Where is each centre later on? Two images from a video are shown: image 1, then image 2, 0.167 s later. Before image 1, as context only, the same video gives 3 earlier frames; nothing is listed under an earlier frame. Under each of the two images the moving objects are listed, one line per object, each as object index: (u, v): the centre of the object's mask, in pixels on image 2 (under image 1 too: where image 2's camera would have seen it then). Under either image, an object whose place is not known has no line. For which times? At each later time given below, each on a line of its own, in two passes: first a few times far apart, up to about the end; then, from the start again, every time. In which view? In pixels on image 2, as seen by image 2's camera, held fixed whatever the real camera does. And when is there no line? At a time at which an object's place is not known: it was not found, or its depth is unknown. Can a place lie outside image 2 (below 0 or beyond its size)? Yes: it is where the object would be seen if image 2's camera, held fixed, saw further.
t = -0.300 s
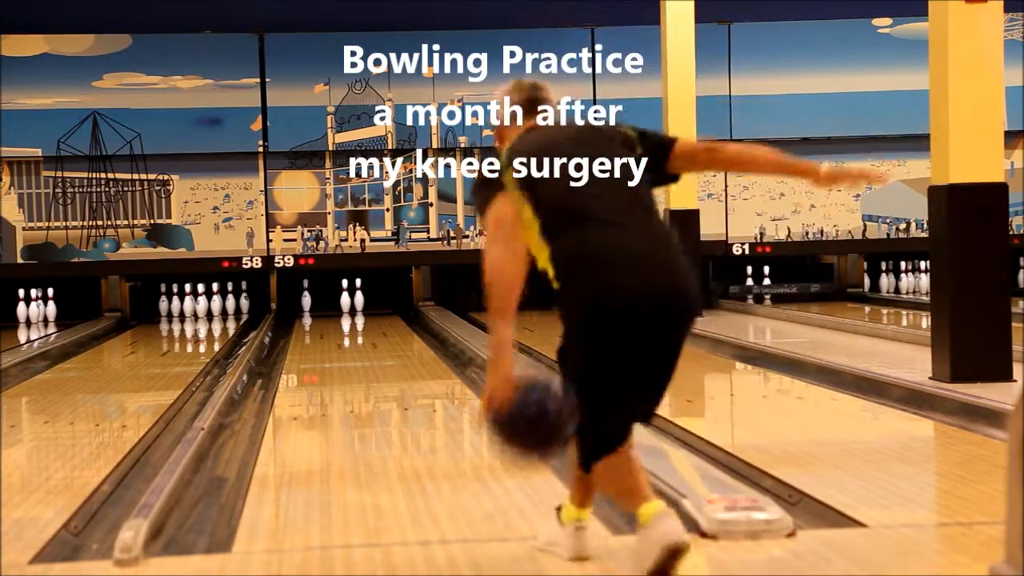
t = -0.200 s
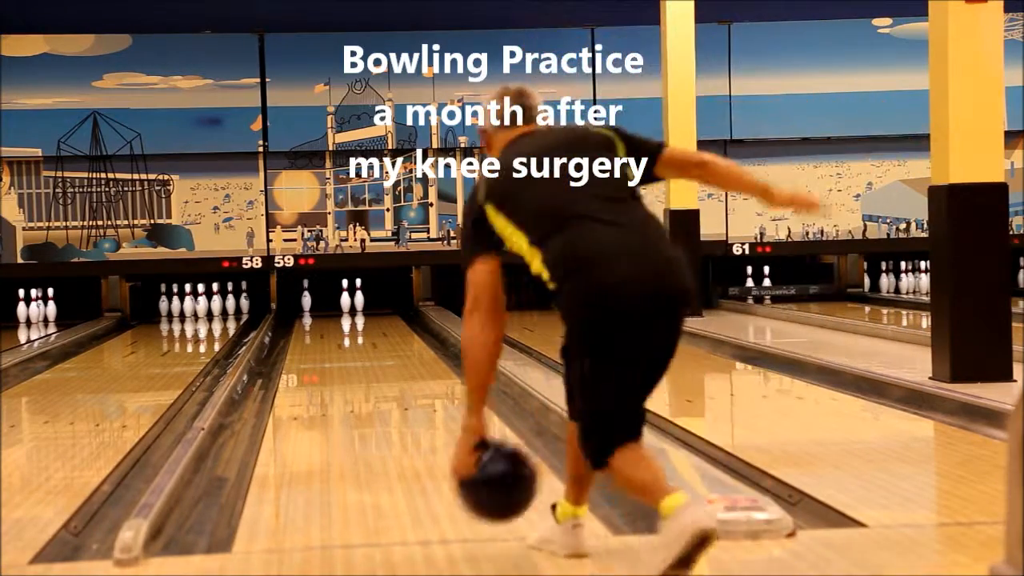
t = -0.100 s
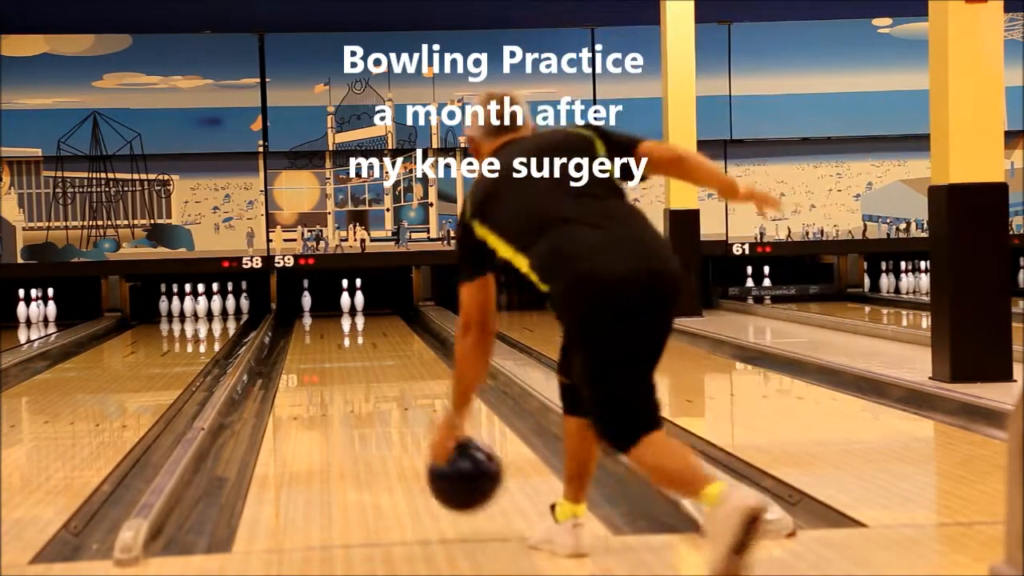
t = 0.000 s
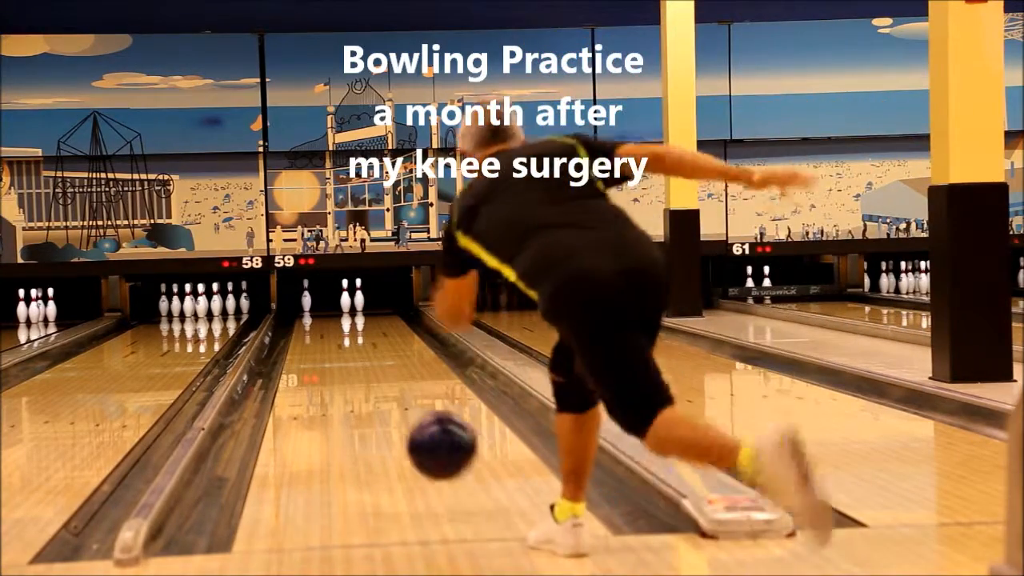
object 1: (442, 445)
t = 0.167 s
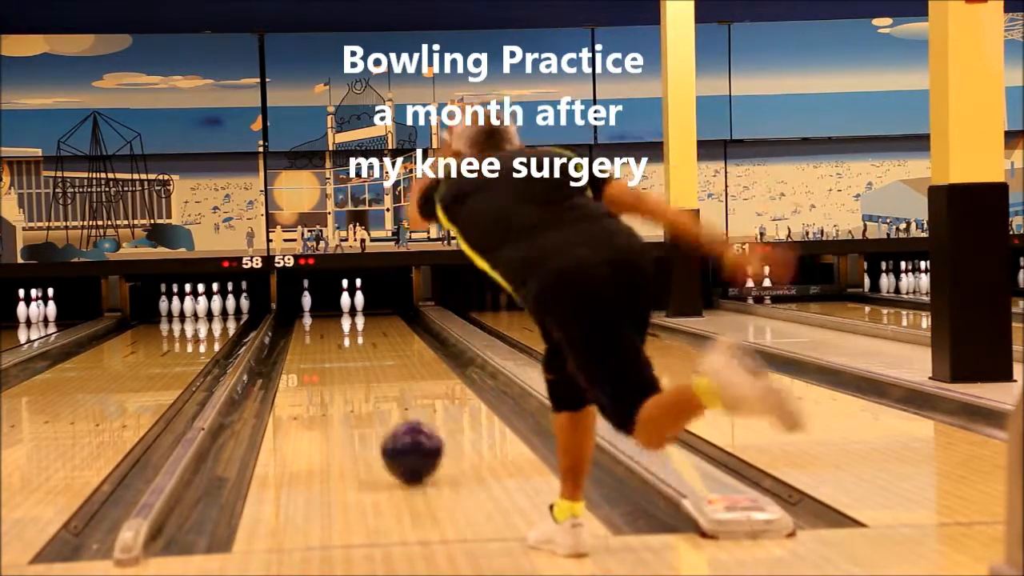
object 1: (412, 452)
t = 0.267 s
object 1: (398, 439)
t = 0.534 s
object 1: (368, 410)
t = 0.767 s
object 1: (350, 392)
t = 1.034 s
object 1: (335, 376)
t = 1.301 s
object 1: (323, 362)
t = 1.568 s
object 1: (315, 351)
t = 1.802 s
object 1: (310, 343)
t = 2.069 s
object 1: (307, 335)
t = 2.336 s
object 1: (306, 328)
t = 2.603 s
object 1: (308, 323)
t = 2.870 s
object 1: (313, 318)
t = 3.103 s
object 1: (319, 314)
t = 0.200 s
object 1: (406, 446)
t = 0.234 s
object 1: (402, 444)
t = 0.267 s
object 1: (398, 439)
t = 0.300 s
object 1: (393, 435)
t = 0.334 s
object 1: (389, 431)
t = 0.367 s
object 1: (385, 427)
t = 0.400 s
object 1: (381, 424)
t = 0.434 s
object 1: (378, 420)
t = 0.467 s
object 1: (374, 417)
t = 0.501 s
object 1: (371, 414)
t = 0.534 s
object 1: (368, 410)
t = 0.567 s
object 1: (365, 408)
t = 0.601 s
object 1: (362, 405)
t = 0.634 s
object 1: (360, 402)
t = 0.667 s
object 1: (357, 400)
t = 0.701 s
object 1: (355, 397)
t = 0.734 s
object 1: (352, 395)
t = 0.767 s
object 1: (350, 392)
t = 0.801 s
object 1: (348, 390)
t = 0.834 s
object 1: (346, 388)
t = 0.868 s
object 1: (344, 386)
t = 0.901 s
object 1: (342, 383)
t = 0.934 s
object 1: (340, 382)
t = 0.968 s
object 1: (338, 379)
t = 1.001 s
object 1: (336, 377)
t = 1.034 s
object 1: (335, 376)
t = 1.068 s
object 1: (333, 374)
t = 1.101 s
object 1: (332, 372)
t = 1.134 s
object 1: (330, 370)
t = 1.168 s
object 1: (329, 368)
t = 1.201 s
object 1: (327, 367)
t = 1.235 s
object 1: (326, 365)
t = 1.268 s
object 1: (325, 364)
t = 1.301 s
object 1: (323, 362)
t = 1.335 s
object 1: (322, 360)
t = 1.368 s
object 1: (321, 359)
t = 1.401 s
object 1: (320, 358)
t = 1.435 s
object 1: (319, 356)
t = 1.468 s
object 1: (318, 355)
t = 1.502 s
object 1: (317, 353)
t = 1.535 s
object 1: (316, 352)
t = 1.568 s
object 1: (315, 351)
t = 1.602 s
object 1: (314, 349)
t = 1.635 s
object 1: (313, 348)
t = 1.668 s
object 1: (312, 347)
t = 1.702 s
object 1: (312, 346)
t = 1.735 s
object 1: (311, 345)
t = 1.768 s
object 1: (310, 344)
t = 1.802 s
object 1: (310, 343)
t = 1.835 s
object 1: (309, 341)
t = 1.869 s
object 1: (309, 340)
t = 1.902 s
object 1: (308, 339)
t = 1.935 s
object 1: (308, 339)
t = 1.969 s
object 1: (308, 338)
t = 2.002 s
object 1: (307, 337)
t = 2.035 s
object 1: (307, 336)
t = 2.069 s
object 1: (307, 335)
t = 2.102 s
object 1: (307, 334)
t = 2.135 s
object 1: (307, 333)
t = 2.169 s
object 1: (307, 332)
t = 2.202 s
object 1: (307, 332)
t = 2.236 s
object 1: (306, 331)
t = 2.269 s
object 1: (306, 330)
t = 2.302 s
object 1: (306, 329)
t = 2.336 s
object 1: (306, 328)
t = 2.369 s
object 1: (306, 327)
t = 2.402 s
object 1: (306, 326)
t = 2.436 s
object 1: (307, 326)
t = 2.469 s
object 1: (307, 325)
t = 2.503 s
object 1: (307, 325)
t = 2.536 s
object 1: (307, 324)
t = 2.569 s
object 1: (308, 323)
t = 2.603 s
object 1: (308, 323)
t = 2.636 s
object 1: (309, 322)
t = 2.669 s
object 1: (309, 321)
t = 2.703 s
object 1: (310, 321)
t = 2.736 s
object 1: (310, 320)
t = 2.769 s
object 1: (311, 319)
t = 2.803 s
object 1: (311, 319)
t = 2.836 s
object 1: (312, 319)
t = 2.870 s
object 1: (313, 318)
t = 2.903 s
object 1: (313, 318)
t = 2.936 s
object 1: (316, 317)
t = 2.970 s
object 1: (316, 316)
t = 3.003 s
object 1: (317, 316)
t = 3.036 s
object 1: (318, 315)
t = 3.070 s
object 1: (318, 315)
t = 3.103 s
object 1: (319, 314)
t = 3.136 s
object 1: (321, 313)
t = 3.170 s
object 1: (321, 312)
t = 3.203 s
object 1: (321, 312)
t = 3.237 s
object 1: (322, 311)
